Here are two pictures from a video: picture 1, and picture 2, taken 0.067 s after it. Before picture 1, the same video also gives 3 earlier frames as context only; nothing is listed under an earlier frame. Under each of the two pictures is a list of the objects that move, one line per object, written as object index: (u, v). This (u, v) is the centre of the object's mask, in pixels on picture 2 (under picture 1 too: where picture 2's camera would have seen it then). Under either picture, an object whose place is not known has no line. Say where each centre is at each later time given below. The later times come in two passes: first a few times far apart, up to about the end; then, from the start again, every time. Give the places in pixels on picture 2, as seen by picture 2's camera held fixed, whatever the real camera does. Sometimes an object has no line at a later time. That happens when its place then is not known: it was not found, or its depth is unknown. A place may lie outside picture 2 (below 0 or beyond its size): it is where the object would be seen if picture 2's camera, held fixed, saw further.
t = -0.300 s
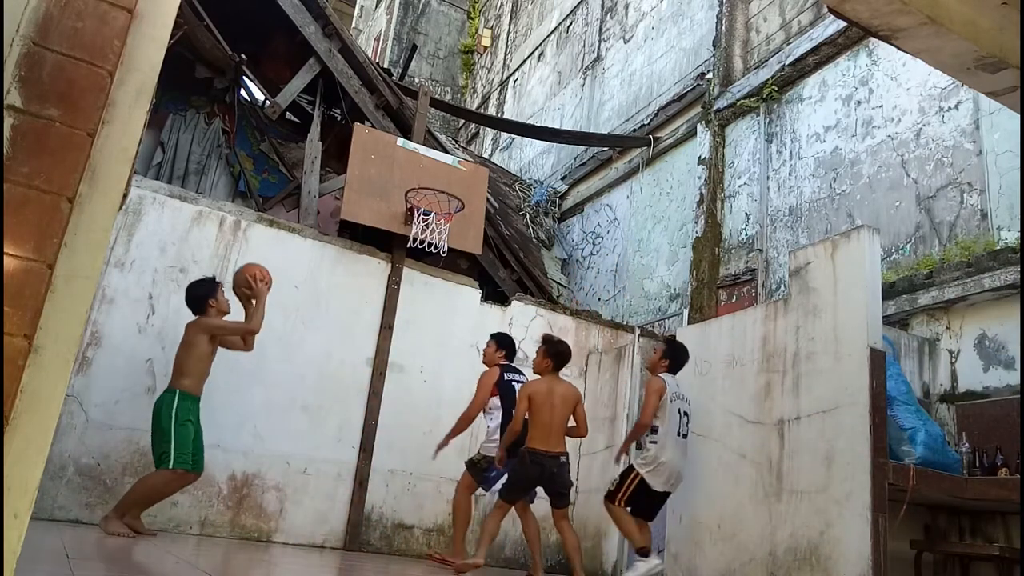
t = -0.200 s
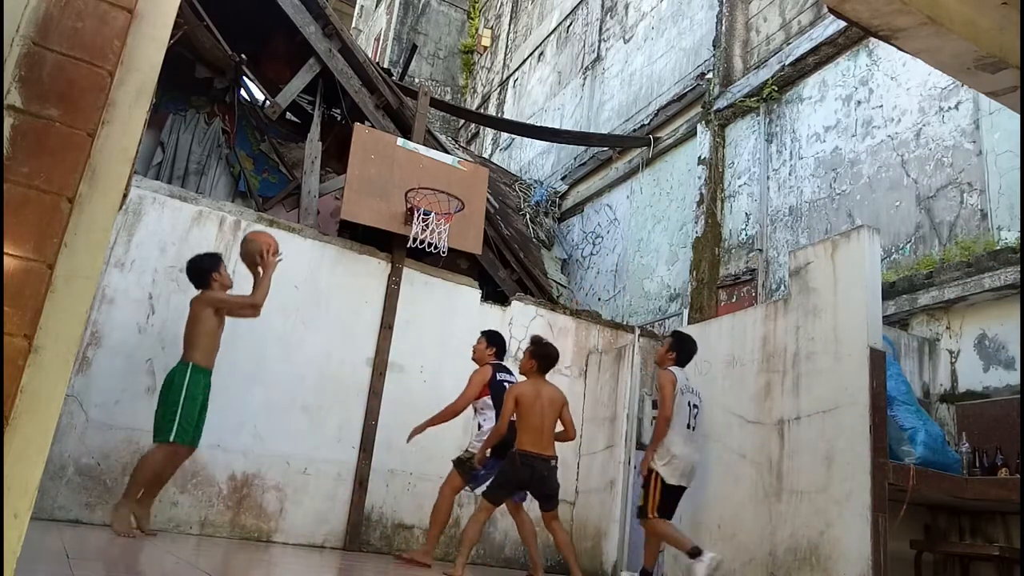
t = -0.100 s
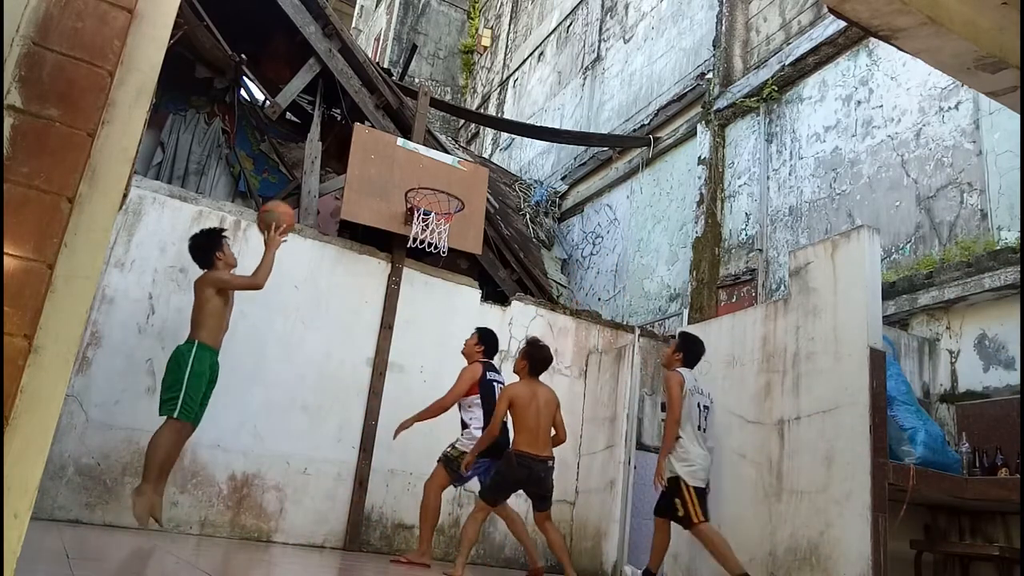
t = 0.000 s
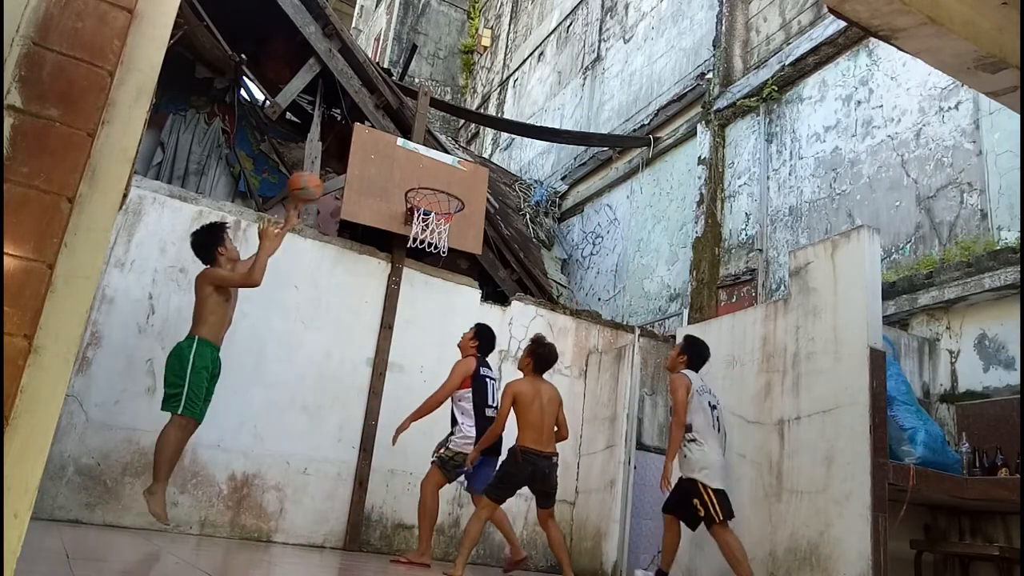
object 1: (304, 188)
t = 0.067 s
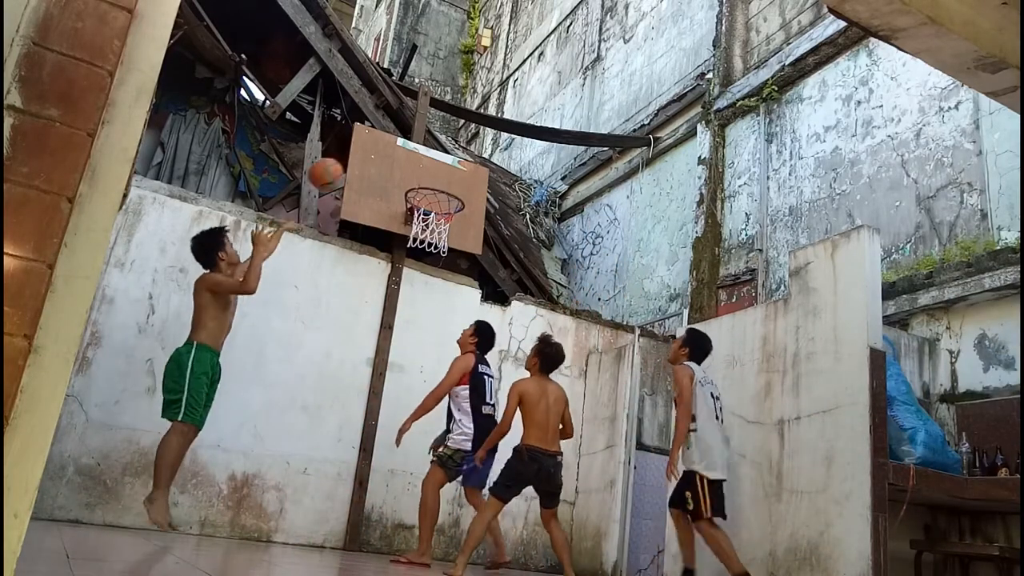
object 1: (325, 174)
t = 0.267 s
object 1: (376, 168)
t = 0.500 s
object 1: (418, 184)
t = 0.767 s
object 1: (442, 212)
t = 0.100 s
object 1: (335, 169)
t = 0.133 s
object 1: (345, 166)
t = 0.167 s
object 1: (353, 164)
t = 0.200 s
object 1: (361, 164)
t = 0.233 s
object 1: (369, 165)
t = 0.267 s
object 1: (376, 168)
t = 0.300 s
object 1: (383, 171)
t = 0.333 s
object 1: (389, 176)
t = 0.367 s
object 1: (395, 178)
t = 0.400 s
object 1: (401, 181)
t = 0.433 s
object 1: (407, 187)
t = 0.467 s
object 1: (413, 185)
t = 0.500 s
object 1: (418, 184)
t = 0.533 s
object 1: (423, 184)
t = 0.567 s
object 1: (428, 185)
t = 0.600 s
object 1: (433, 187)
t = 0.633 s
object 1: (437, 191)
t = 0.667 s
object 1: (441, 198)
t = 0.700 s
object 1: (443, 204)
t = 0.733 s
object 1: (441, 208)
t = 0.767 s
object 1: (442, 212)
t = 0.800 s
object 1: (440, 226)
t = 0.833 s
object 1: (429, 240)
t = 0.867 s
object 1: (428, 251)
